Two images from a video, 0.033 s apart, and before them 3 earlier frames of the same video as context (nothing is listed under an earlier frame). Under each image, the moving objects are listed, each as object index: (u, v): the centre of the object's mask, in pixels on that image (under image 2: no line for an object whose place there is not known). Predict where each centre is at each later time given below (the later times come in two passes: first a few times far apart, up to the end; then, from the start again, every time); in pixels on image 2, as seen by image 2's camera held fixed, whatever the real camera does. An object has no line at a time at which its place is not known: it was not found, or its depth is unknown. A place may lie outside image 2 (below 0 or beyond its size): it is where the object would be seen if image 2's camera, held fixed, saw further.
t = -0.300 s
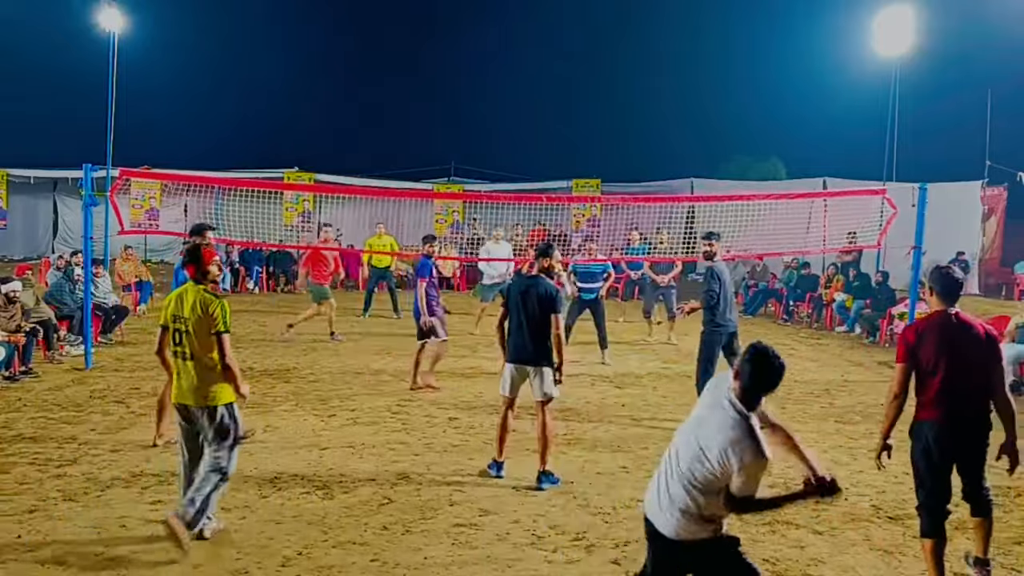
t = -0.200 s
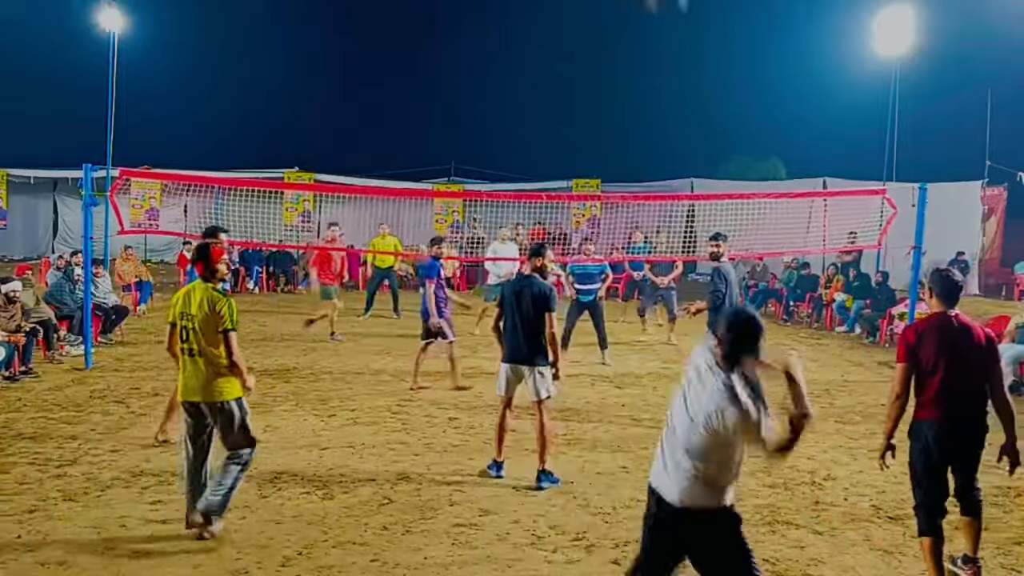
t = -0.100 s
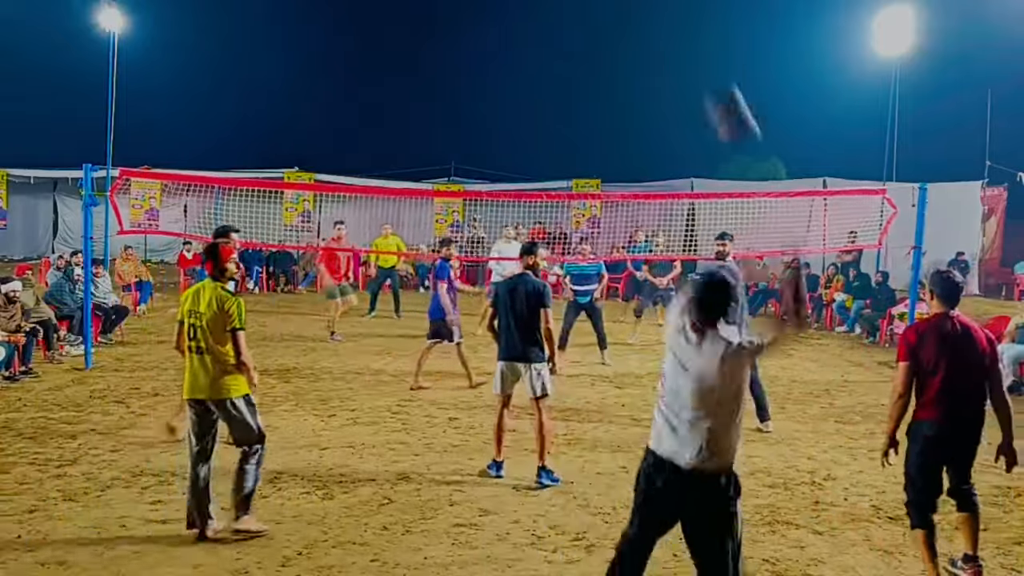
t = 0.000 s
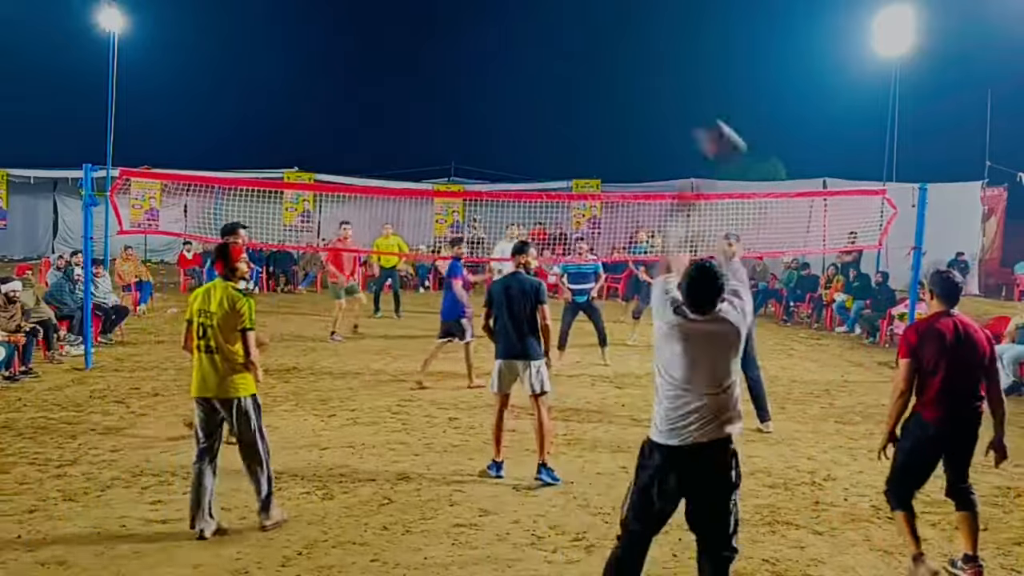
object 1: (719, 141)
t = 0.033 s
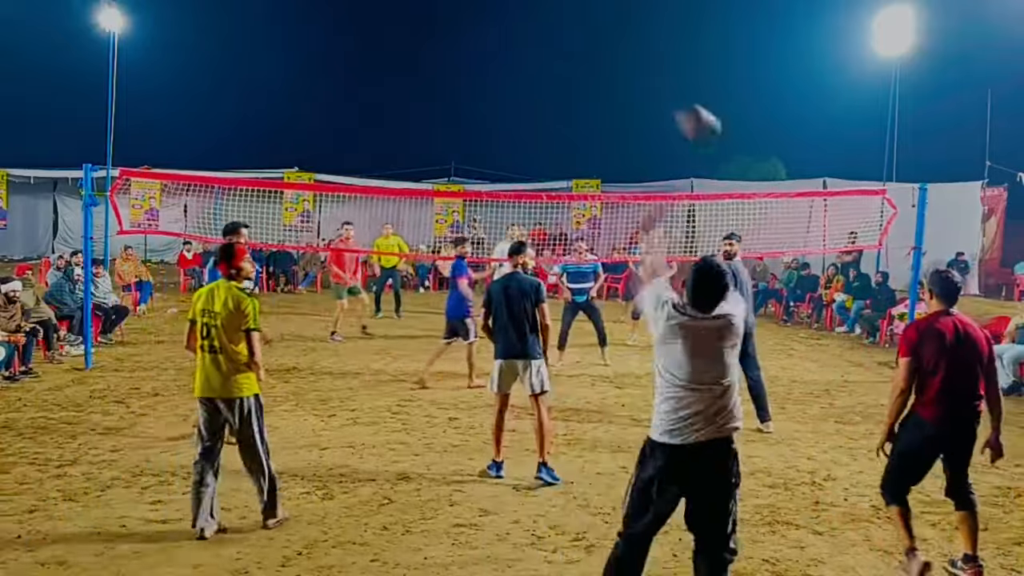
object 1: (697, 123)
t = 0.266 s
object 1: (609, 90)
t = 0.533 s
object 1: (567, 139)
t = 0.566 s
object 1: (564, 148)
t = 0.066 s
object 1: (678, 108)
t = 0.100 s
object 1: (662, 97)
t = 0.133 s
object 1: (648, 91)
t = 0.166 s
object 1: (636, 89)
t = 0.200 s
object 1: (626, 87)
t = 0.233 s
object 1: (617, 87)
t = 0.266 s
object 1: (609, 90)
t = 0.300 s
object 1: (601, 93)
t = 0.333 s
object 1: (595, 97)
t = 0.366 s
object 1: (589, 102)
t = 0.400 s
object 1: (584, 108)
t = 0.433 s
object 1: (579, 115)
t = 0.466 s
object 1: (574, 123)
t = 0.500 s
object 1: (570, 131)
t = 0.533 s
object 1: (567, 139)
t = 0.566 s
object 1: (564, 148)
